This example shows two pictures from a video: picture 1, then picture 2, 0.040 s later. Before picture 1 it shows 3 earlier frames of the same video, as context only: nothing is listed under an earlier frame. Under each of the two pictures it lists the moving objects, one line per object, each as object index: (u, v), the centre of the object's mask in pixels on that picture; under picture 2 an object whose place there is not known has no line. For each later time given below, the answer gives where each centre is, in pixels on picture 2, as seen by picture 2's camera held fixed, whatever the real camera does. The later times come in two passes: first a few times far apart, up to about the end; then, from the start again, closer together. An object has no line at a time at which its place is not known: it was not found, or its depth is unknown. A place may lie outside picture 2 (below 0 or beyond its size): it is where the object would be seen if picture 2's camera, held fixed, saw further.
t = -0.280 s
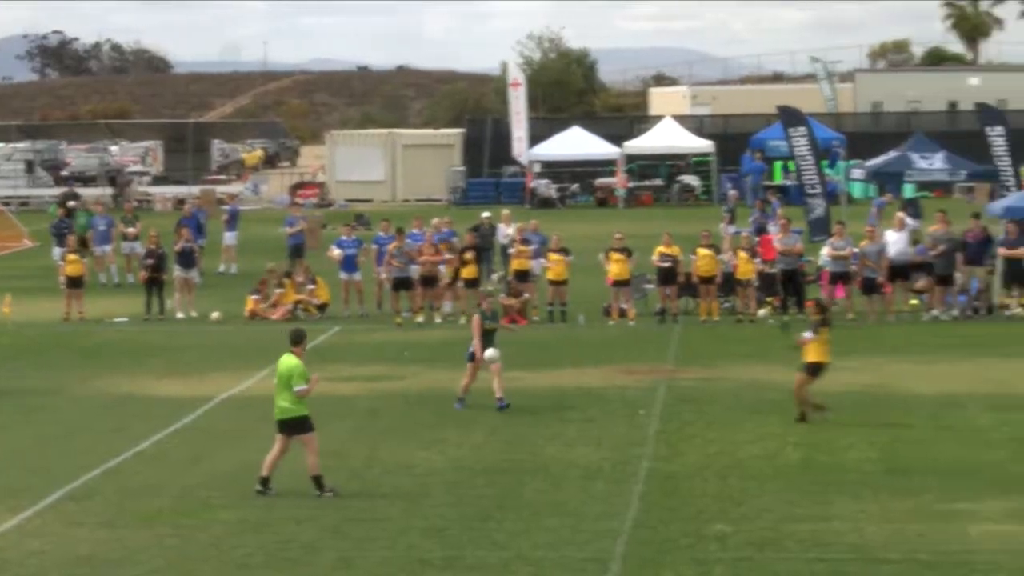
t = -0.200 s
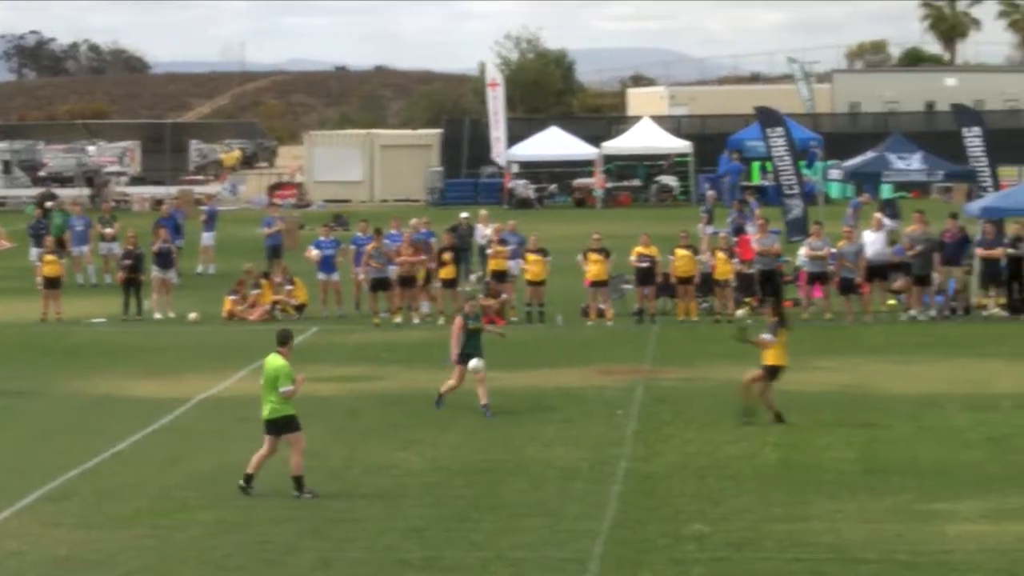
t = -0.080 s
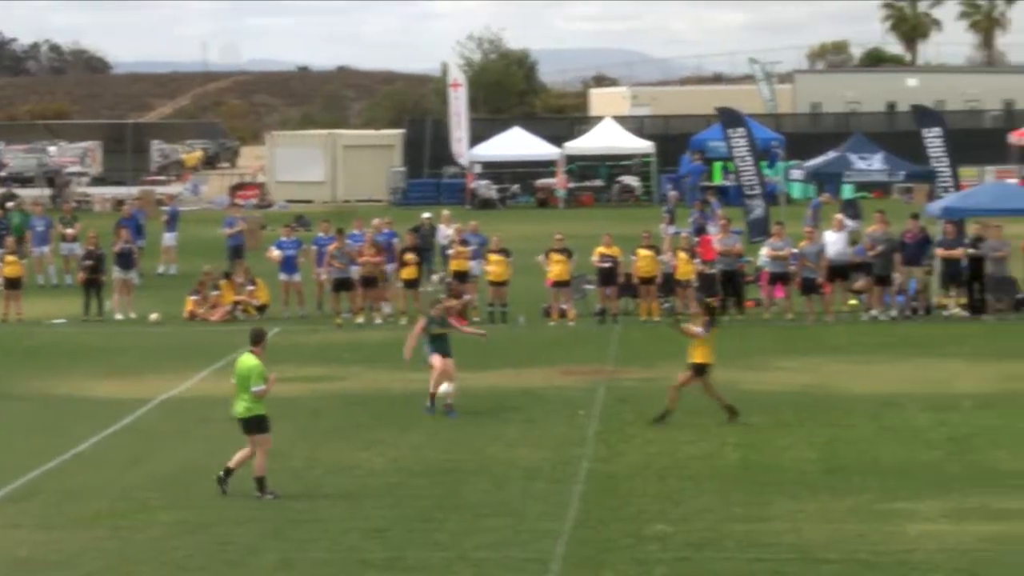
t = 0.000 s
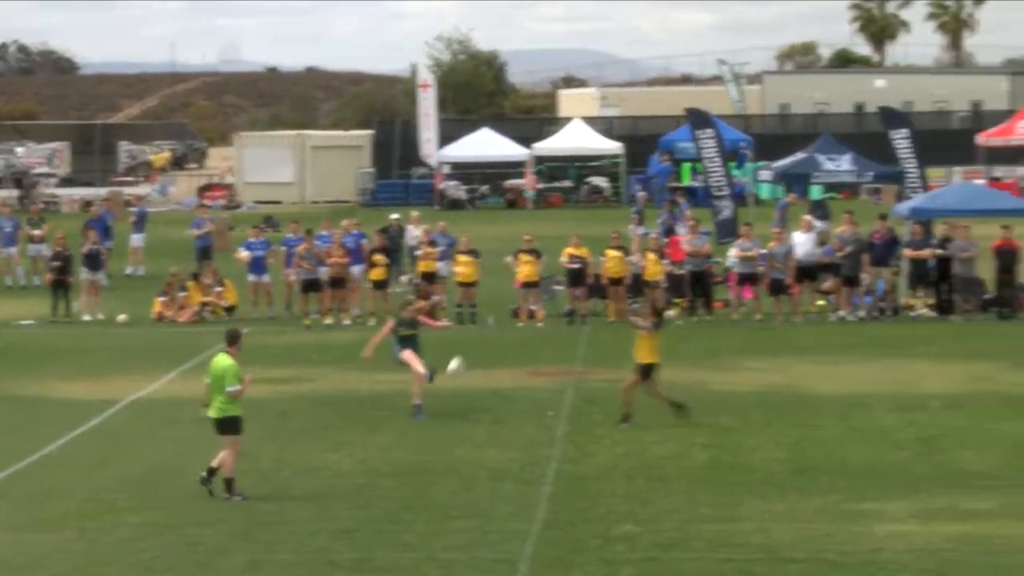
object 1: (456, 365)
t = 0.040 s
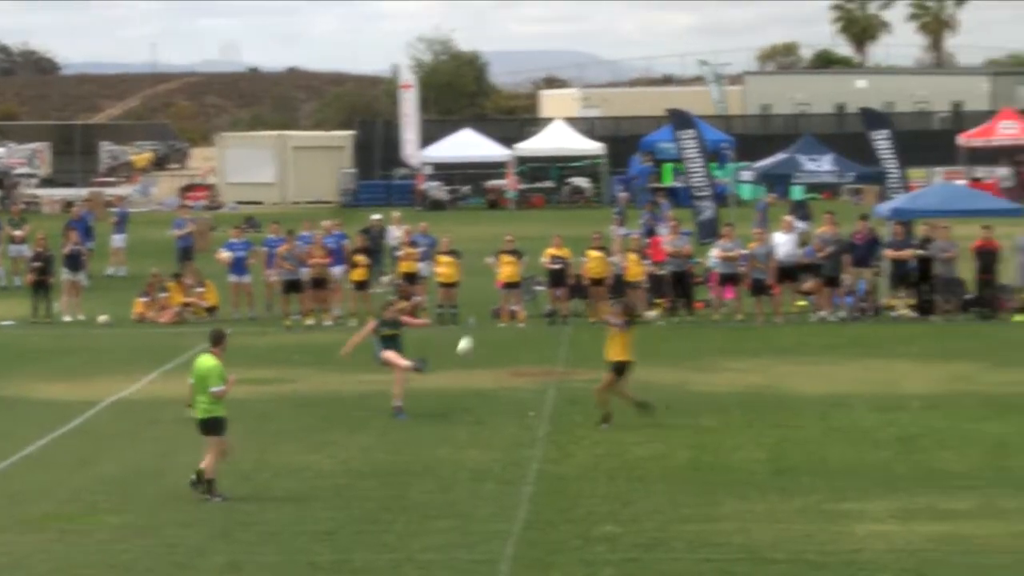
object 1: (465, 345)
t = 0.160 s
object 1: (554, 292)
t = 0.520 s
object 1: (846, 201)
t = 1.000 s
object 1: (1338, 318)
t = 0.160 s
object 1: (554, 292)
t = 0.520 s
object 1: (846, 201)
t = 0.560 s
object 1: (881, 199)
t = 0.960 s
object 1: (1290, 295)
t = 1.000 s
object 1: (1338, 318)
